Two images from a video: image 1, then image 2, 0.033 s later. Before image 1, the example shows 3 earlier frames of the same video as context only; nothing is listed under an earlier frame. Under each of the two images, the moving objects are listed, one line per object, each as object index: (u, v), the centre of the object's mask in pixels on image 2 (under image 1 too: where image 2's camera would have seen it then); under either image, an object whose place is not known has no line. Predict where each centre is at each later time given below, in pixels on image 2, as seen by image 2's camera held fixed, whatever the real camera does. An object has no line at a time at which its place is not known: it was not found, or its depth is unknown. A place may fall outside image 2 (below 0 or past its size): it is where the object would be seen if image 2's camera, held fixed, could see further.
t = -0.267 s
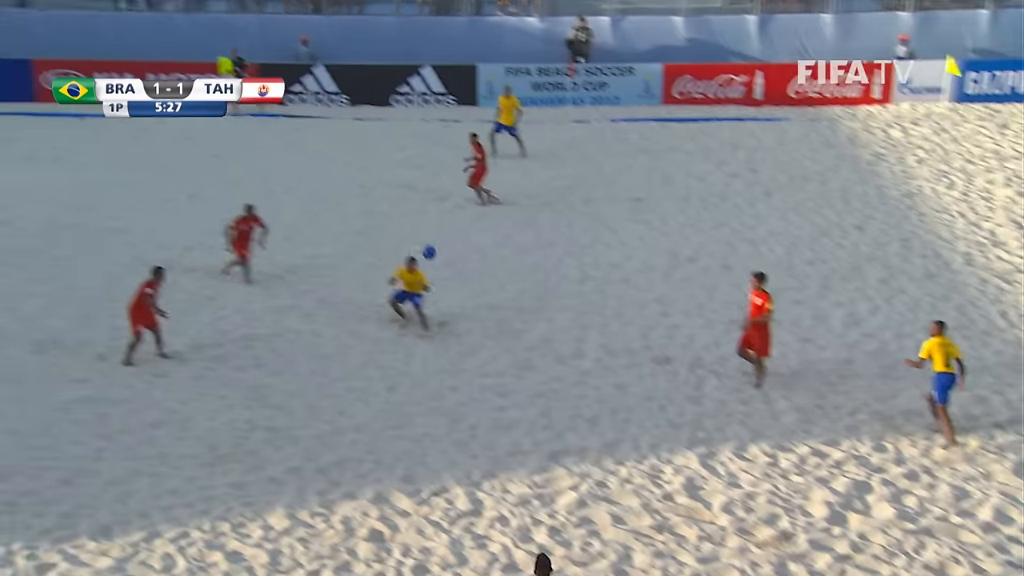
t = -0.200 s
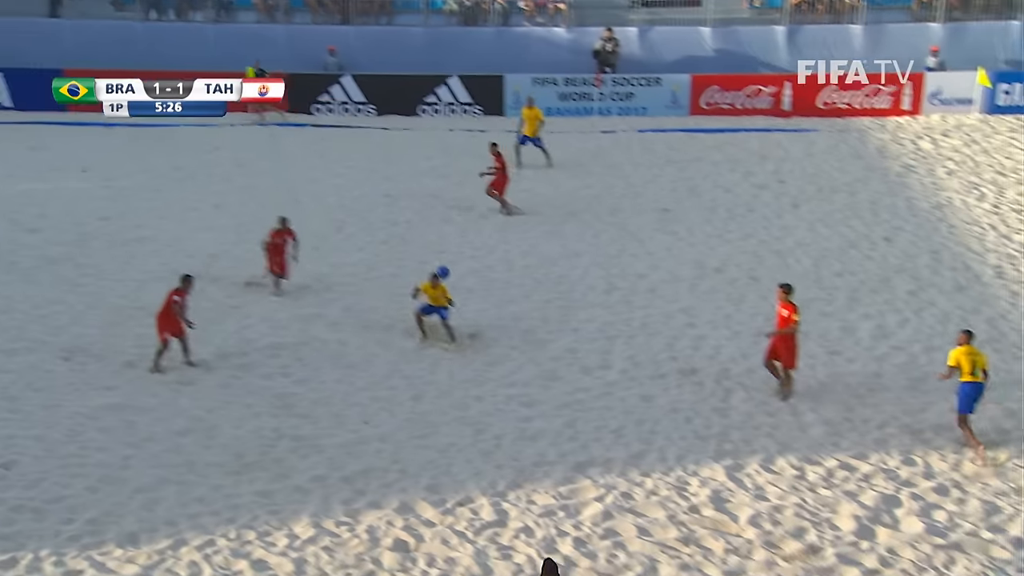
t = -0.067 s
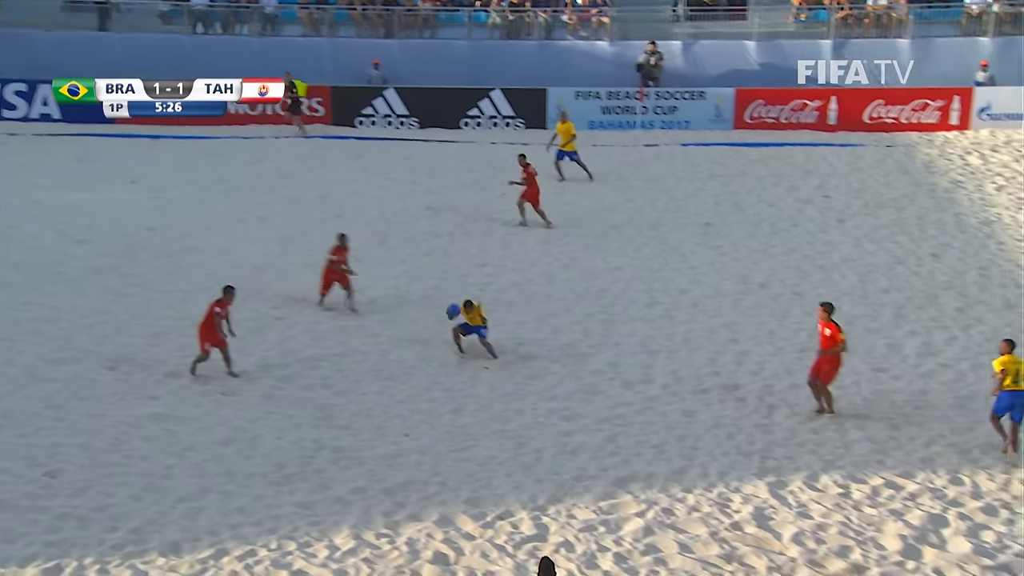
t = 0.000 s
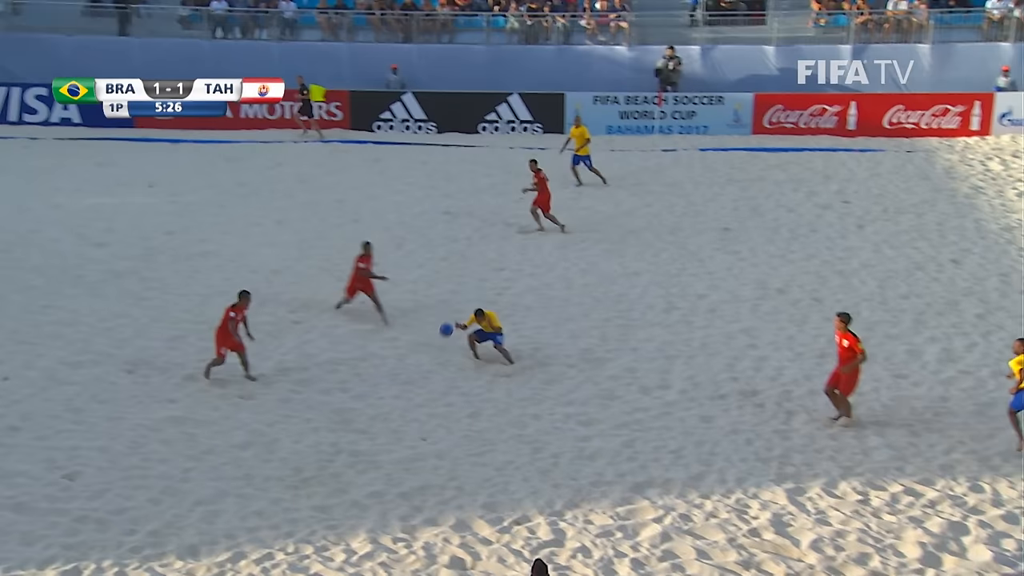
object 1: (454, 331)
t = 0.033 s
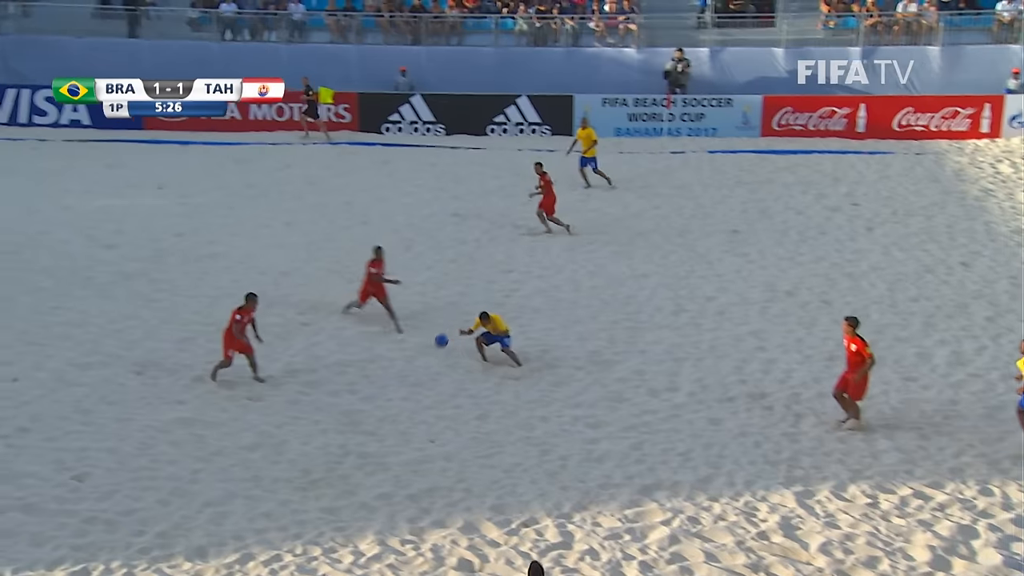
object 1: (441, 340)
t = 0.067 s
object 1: (428, 350)
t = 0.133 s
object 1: (401, 372)
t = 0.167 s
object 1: (386, 384)
